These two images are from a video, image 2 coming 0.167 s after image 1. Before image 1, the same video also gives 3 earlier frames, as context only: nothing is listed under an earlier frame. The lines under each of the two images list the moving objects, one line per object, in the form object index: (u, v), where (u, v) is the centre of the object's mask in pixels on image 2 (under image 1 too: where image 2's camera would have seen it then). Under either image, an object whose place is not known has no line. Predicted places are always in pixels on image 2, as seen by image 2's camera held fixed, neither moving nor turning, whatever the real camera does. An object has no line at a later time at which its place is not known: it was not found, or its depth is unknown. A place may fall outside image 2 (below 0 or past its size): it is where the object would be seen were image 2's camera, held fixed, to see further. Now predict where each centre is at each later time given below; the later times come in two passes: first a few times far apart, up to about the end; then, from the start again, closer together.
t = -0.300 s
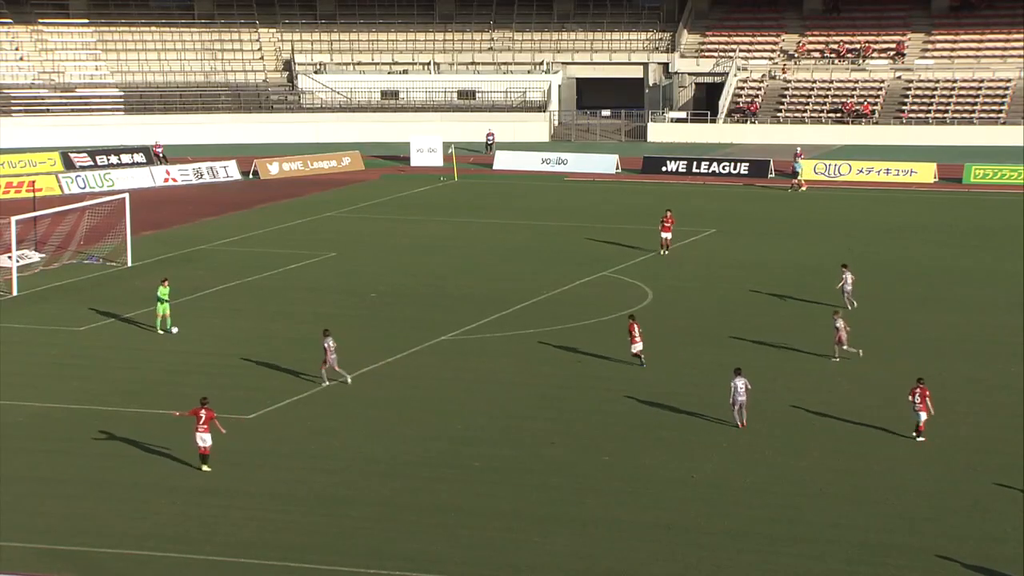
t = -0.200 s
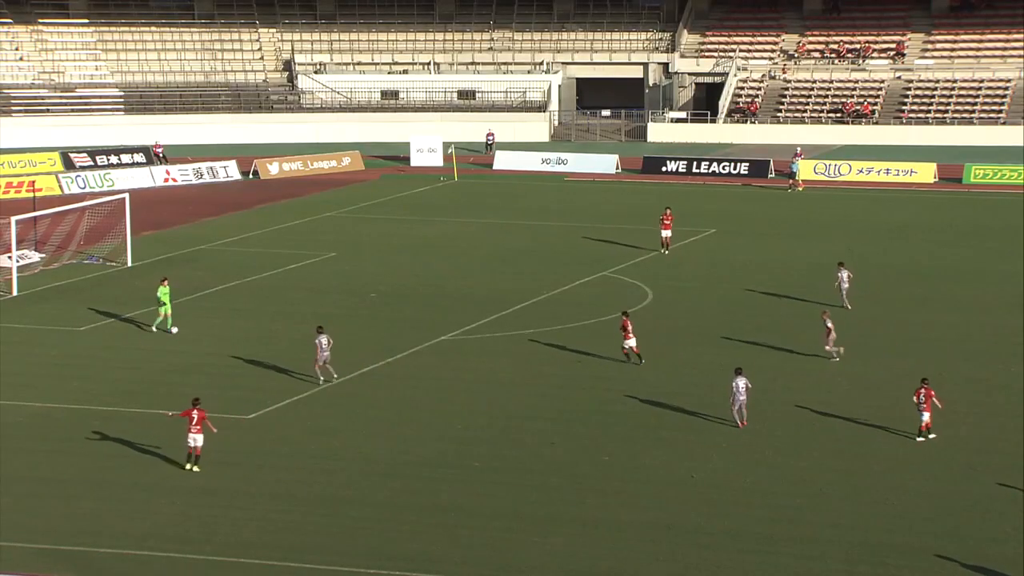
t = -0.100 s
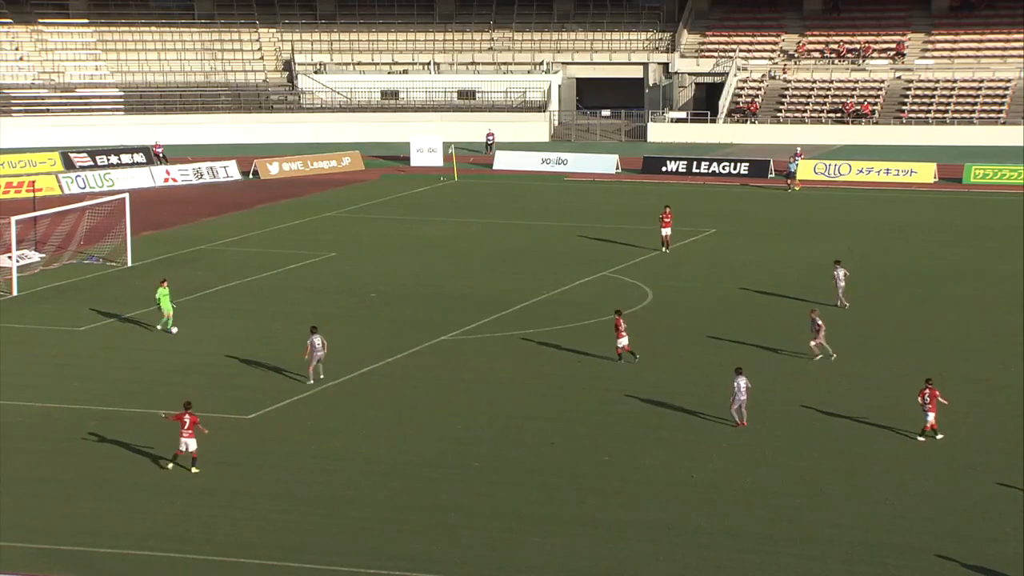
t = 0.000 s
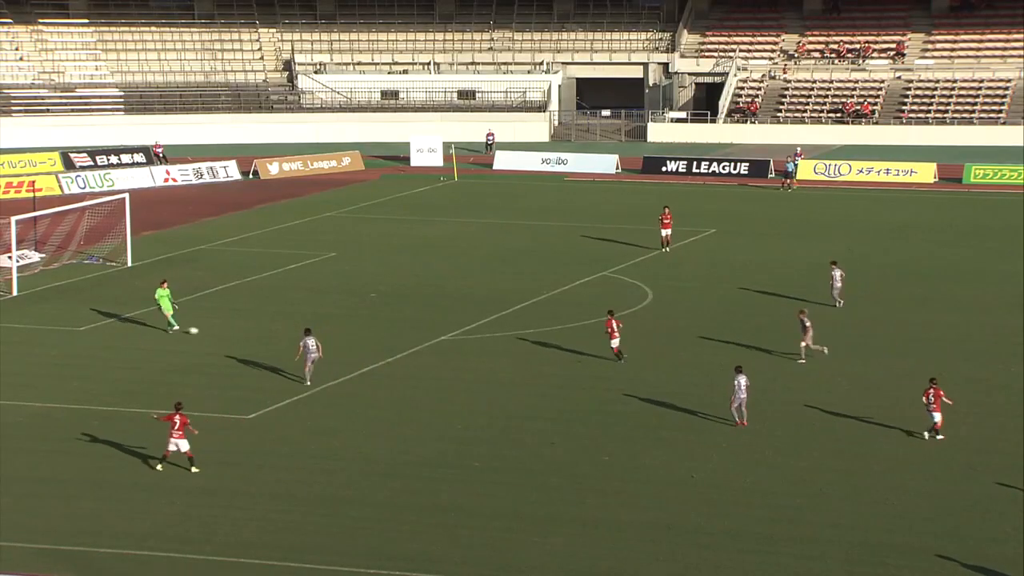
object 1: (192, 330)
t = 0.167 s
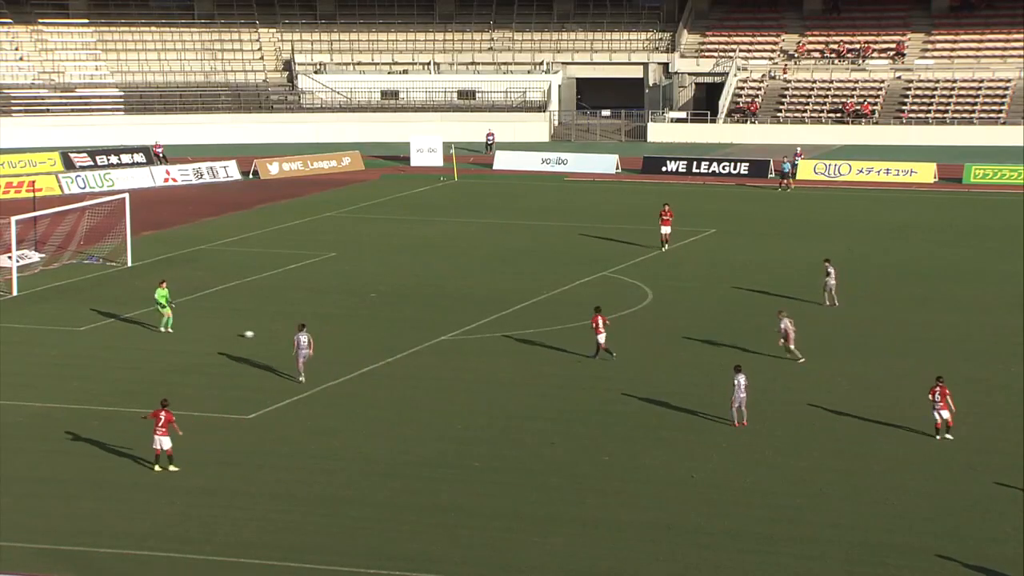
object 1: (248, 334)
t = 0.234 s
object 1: (268, 335)
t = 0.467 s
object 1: (331, 338)
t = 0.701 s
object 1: (384, 341)
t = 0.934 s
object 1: (428, 343)
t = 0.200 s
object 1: (258, 335)
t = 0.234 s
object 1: (268, 335)
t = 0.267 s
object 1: (278, 336)
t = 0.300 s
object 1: (286, 336)
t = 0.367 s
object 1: (308, 337)
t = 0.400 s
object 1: (315, 338)
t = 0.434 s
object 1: (323, 338)
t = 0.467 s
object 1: (331, 338)
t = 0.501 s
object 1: (340, 339)
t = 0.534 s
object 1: (347, 339)
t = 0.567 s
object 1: (355, 339)
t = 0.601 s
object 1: (363, 340)
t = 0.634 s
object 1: (370, 341)
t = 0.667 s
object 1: (377, 341)
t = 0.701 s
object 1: (384, 341)
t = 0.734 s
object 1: (390, 341)
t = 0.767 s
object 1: (398, 342)
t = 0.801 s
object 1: (404, 342)
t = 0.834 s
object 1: (410, 342)
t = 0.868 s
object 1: (417, 342)
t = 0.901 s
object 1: (422, 343)
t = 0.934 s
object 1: (428, 343)
